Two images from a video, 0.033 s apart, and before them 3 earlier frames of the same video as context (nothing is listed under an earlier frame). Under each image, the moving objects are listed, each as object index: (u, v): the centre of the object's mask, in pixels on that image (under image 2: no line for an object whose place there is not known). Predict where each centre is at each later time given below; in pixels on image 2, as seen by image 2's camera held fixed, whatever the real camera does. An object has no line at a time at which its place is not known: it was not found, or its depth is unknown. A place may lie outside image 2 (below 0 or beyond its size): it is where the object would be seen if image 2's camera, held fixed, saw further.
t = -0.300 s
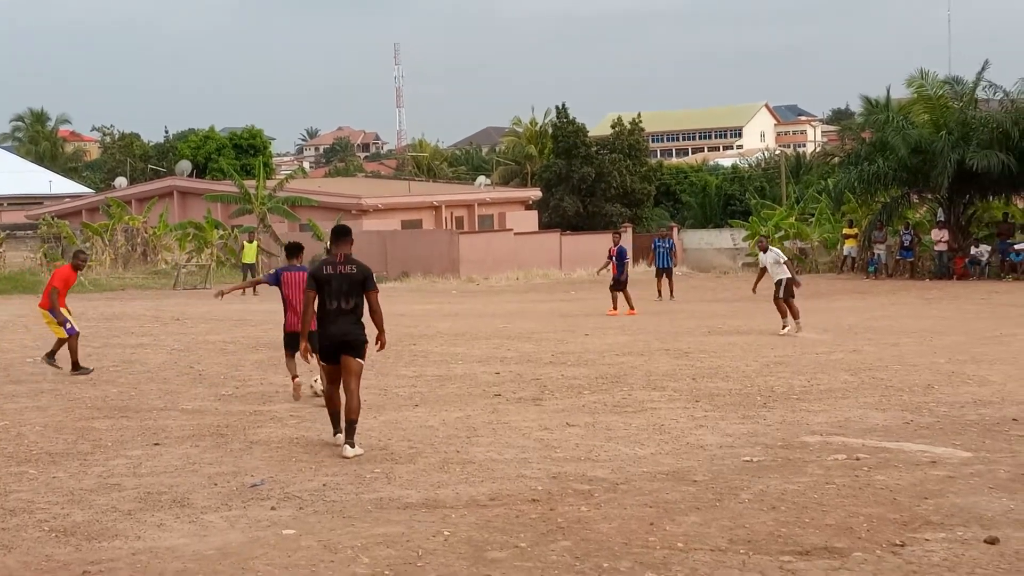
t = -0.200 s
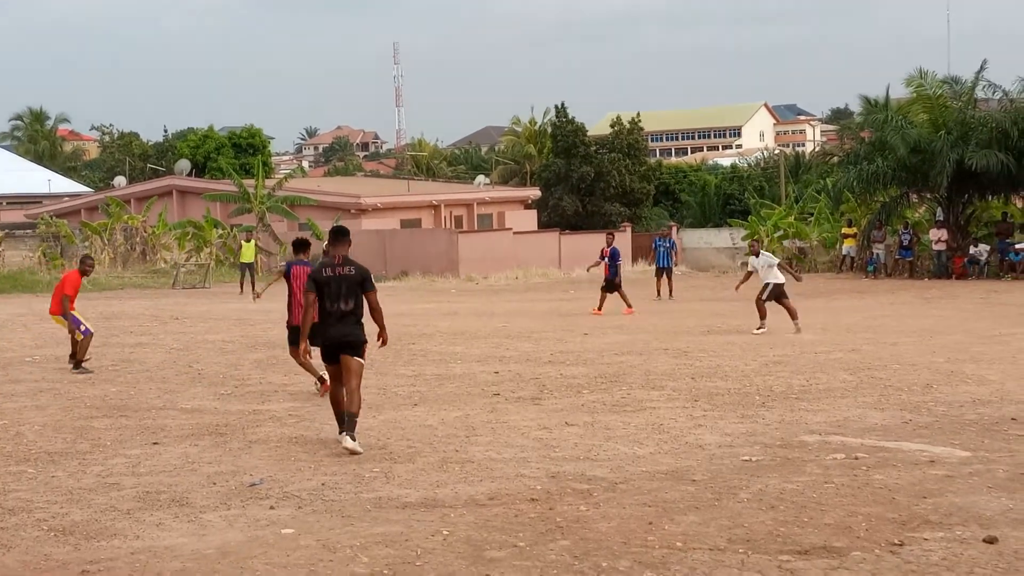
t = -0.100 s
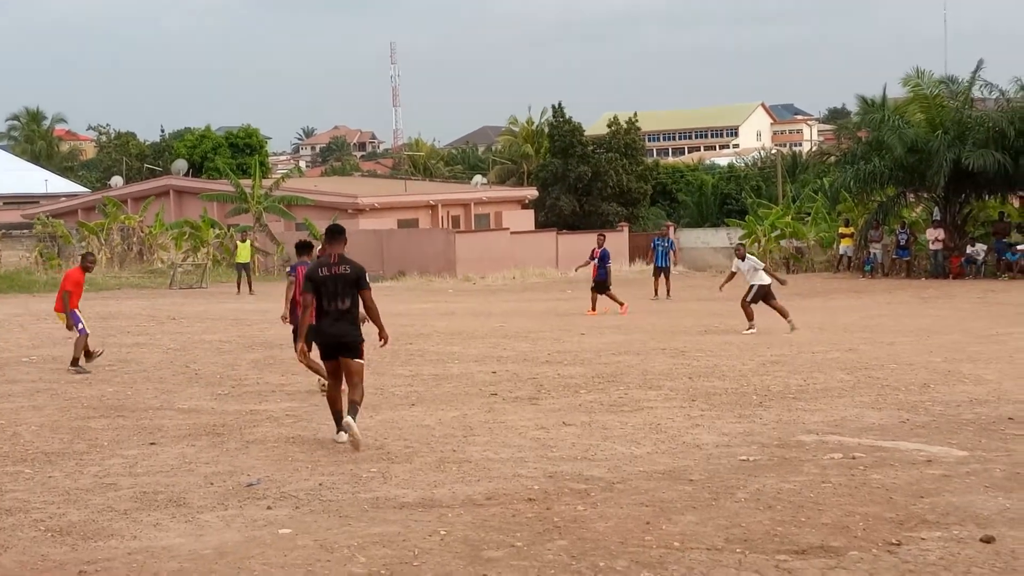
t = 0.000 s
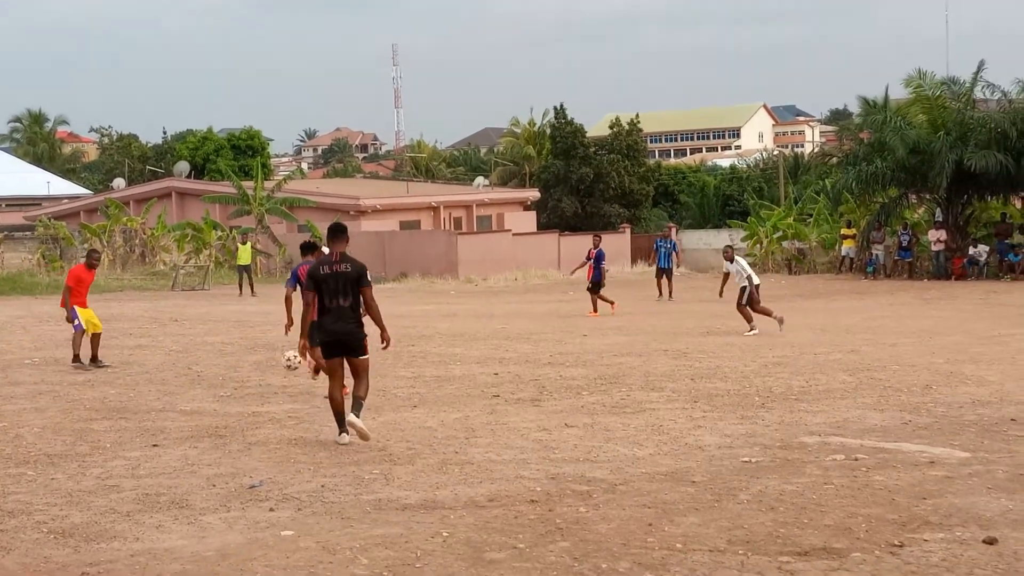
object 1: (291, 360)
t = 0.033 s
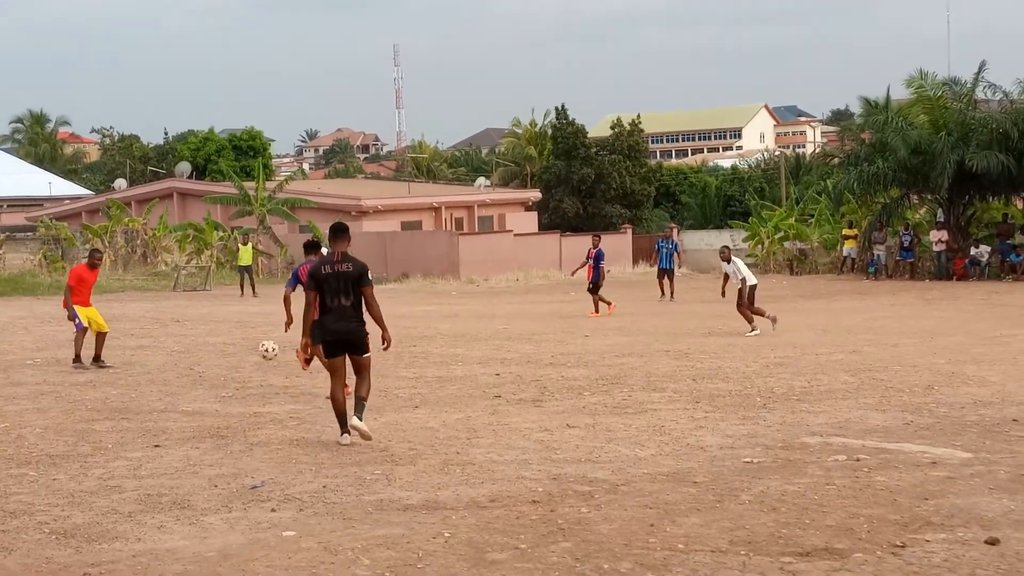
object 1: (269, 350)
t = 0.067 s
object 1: (244, 340)
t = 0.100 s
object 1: (220, 331)
